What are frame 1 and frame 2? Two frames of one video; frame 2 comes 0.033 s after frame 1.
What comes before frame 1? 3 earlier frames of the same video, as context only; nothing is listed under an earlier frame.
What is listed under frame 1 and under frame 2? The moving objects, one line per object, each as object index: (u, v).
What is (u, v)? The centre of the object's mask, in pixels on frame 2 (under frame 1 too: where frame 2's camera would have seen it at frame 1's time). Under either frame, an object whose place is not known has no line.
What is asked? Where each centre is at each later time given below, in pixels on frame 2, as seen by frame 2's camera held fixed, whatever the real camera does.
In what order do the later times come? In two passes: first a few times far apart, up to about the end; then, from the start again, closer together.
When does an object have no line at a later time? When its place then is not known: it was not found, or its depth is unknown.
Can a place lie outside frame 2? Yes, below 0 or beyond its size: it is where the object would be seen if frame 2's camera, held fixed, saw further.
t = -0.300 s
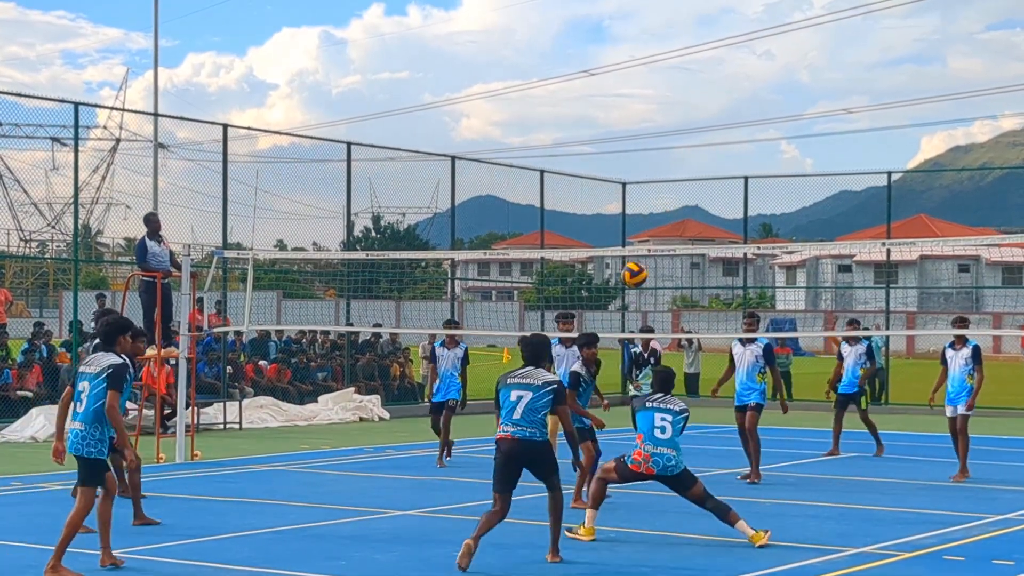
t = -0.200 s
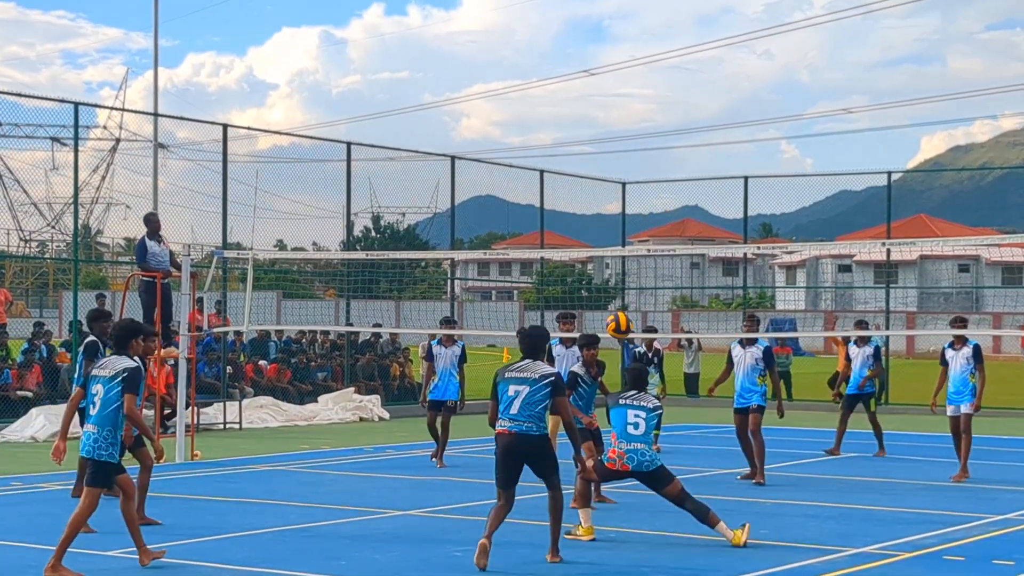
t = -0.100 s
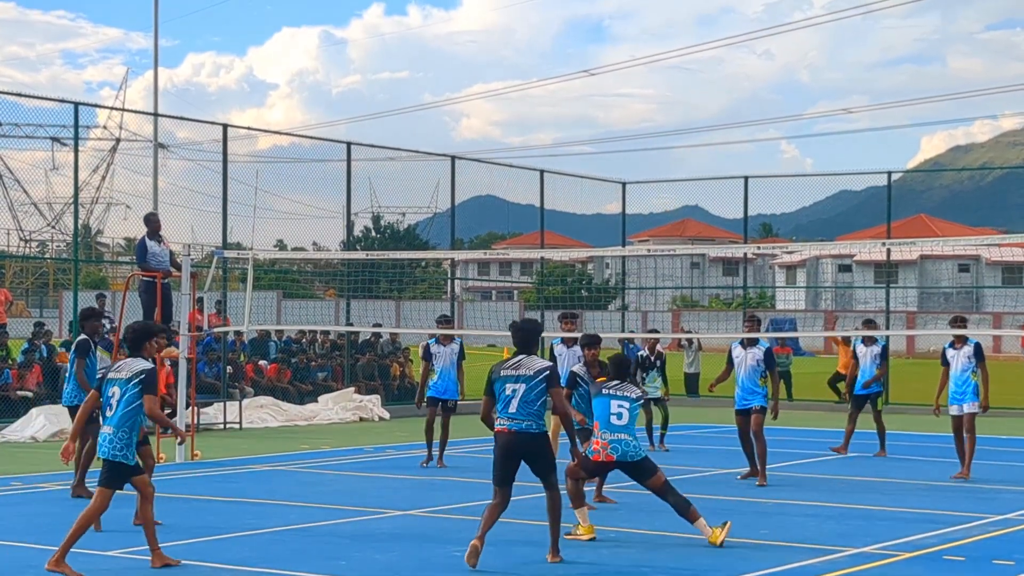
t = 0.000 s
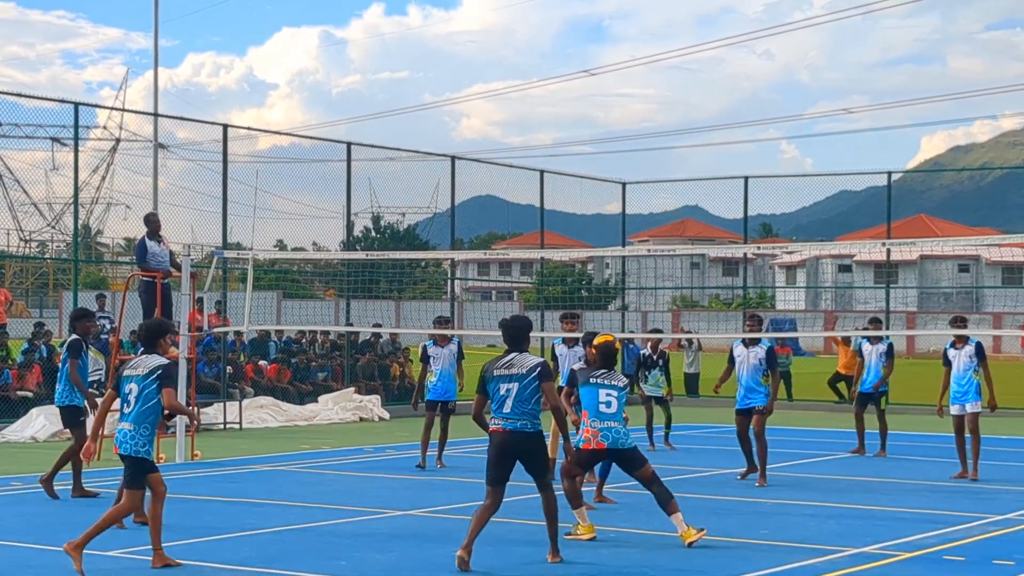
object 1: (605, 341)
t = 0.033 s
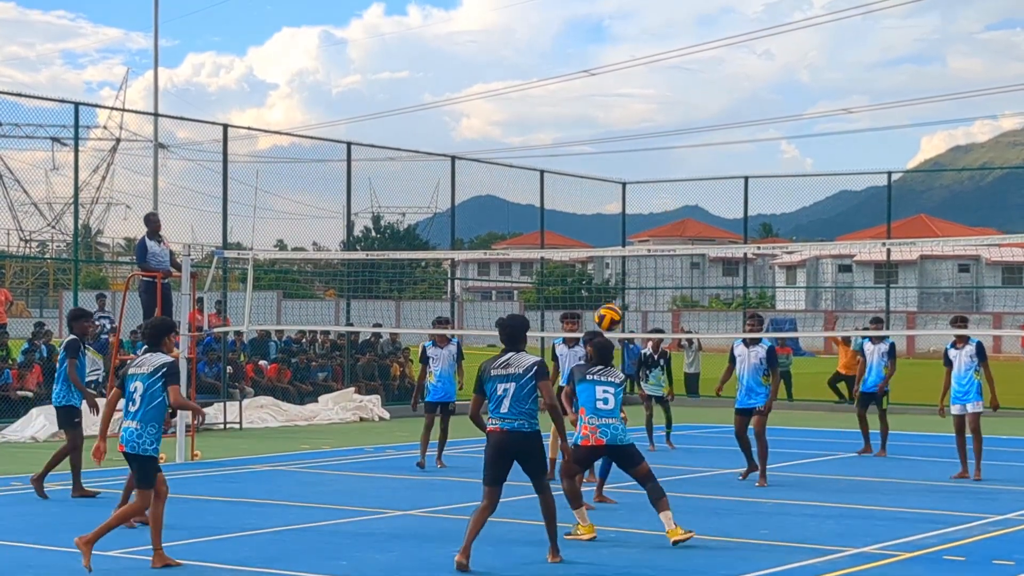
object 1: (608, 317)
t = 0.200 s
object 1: (620, 201)
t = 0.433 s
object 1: (634, 101)
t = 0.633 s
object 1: (646, 70)
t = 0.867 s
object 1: (657, 94)
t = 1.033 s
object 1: (661, 148)
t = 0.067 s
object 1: (611, 291)
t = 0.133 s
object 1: (615, 243)
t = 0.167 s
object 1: (617, 221)
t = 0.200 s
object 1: (620, 201)
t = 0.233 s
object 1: (622, 181)
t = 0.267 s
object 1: (624, 164)
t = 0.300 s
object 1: (627, 149)
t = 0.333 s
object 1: (629, 134)
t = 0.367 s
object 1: (631, 122)
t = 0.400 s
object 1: (633, 111)
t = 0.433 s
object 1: (634, 101)
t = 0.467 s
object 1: (636, 92)
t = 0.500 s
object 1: (638, 85)
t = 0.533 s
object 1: (640, 78)
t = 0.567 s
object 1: (642, 74)
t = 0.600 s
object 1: (644, 71)
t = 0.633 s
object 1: (646, 70)
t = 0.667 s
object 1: (647, 70)
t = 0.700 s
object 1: (649, 71)
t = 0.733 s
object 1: (650, 73)
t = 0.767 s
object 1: (652, 76)
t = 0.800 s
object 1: (653, 80)
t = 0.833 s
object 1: (655, 86)
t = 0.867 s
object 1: (657, 94)
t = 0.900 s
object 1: (658, 102)
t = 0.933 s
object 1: (659, 112)
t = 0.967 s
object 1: (660, 124)
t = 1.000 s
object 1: (661, 135)
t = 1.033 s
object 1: (661, 148)
